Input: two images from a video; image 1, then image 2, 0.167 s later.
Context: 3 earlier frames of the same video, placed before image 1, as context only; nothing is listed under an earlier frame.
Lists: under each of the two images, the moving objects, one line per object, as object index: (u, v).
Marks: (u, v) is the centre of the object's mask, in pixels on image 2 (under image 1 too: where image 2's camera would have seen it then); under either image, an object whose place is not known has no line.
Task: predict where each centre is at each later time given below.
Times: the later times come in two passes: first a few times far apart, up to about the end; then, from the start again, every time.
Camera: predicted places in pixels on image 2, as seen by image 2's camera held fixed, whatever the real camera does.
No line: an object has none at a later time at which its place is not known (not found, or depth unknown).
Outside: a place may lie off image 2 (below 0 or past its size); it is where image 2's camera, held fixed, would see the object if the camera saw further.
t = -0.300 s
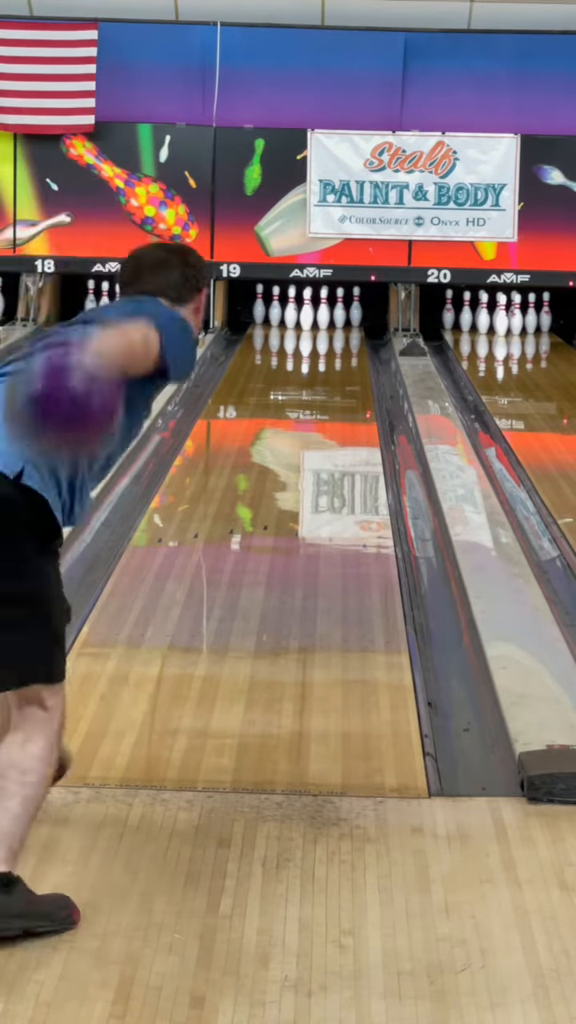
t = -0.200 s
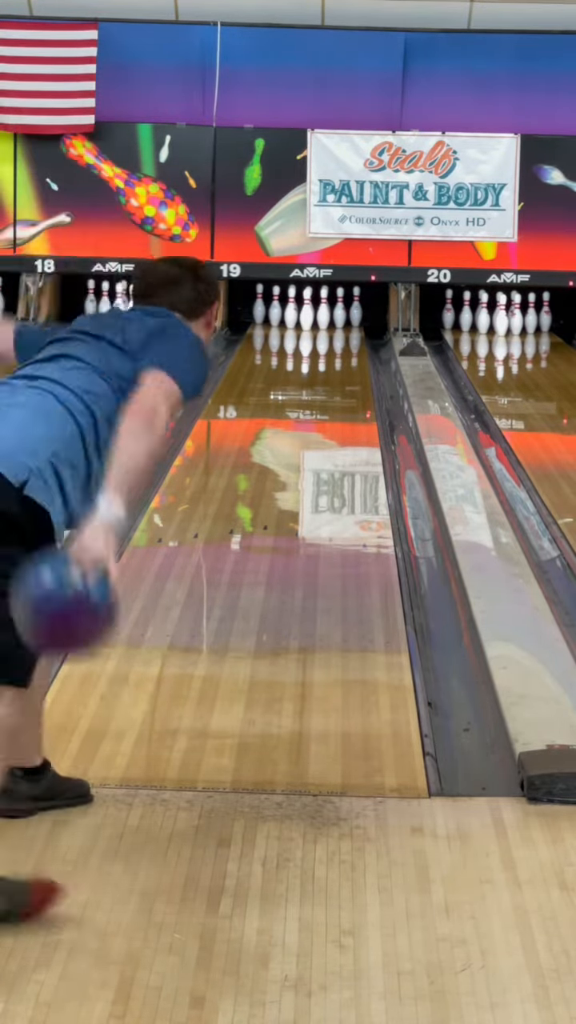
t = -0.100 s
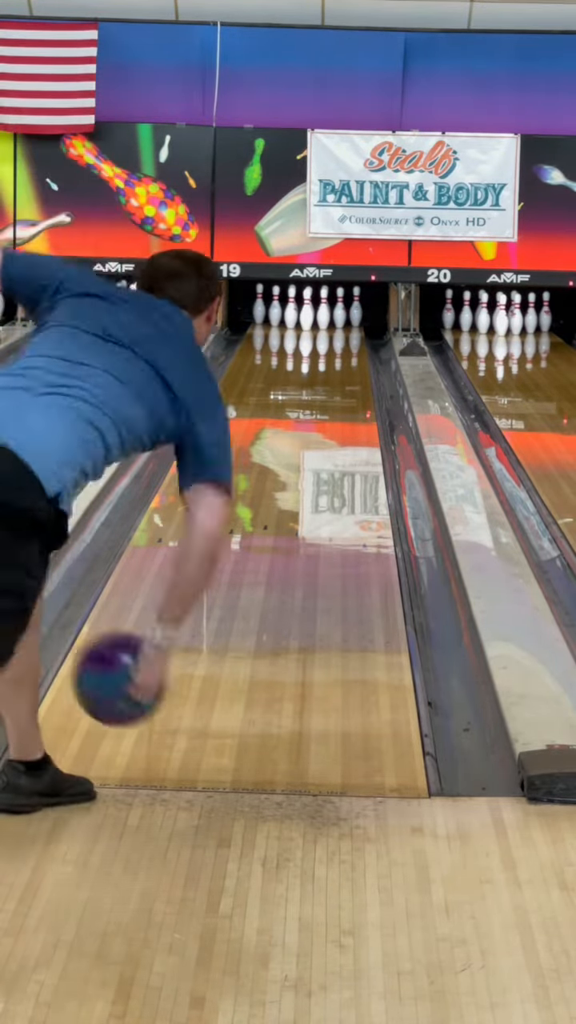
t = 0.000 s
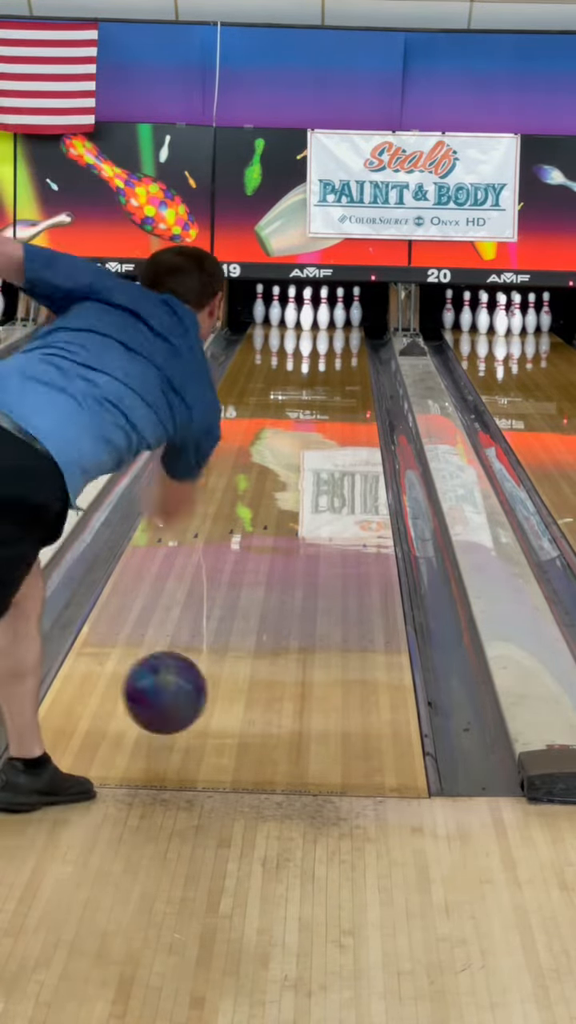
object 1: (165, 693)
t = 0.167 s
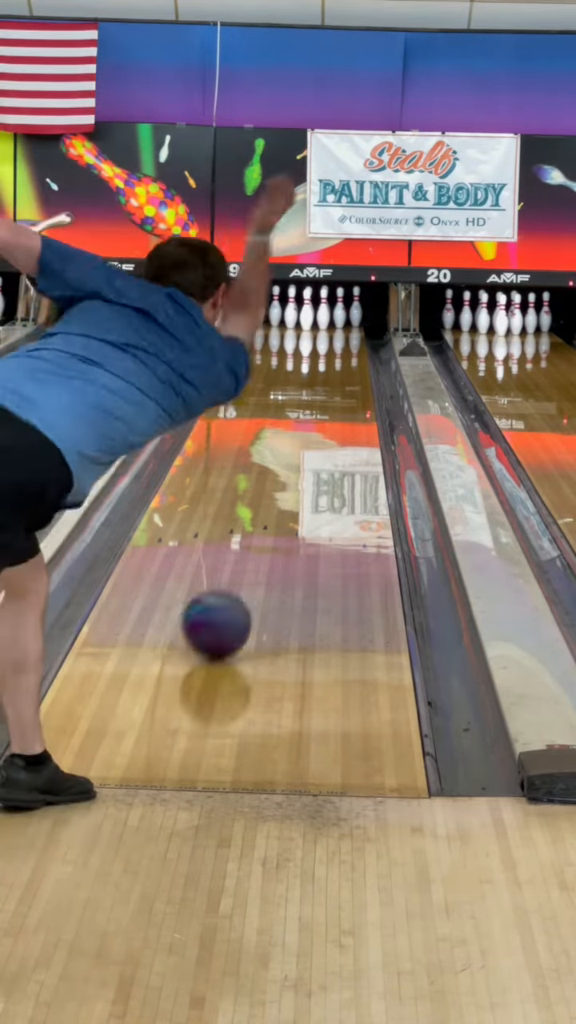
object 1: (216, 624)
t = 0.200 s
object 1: (225, 610)
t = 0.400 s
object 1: (265, 540)
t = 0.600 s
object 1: (294, 490)
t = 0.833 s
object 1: (317, 446)
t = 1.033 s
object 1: (331, 419)
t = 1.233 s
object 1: (343, 395)
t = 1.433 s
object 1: (348, 377)
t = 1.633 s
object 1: (349, 360)
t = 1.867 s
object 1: (344, 345)
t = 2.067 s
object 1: (332, 334)
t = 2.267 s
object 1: (315, 324)
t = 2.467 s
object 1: (302, 317)
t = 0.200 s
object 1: (225, 610)
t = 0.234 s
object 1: (232, 596)
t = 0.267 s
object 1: (240, 584)
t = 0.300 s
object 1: (247, 572)
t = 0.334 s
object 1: (253, 561)
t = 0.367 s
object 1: (259, 550)
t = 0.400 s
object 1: (265, 540)
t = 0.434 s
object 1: (271, 530)
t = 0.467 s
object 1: (276, 522)
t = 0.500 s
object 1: (281, 513)
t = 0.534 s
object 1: (285, 505)
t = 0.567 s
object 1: (289, 497)
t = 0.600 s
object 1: (294, 490)
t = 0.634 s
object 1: (297, 483)
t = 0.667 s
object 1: (301, 476)
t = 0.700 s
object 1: (305, 470)
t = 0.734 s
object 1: (308, 464)
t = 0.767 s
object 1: (311, 458)
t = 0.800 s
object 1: (314, 452)
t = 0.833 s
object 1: (317, 446)
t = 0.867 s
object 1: (320, 441)
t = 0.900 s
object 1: (322, 436)
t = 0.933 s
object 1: (325, 431)
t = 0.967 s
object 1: (327, 427)
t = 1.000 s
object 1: (329, 422)
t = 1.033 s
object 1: (331, 419)
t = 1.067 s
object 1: (333, 414)
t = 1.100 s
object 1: (335, 410)
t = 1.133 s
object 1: (337, 406)
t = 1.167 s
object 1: (339, 403)
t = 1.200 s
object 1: (341, 399)
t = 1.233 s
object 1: (343, 395)
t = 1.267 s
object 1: (343, 392)
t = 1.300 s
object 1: (345, 389)
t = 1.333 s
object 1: (346, 386)
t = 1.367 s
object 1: (347, 383)
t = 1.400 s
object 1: (347, 380)
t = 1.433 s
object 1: (348, 377)
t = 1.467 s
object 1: (348, 374)
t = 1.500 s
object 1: (349, 371)
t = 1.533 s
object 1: (349, 369)
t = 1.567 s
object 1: (349, 366)
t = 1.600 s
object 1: (348, 363)
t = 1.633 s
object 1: (349, 360)
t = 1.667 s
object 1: (348, 358)
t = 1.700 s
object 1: (348, 355)
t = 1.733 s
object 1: (347, 353)
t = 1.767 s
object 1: (347, 351)
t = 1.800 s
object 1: (346, 349)
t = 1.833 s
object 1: (345, 347)
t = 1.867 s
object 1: (344, 345)
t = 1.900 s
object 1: (343, 343)
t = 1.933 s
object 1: (341, 341)
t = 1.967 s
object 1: (339, 339)
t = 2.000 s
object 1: (337, 337)
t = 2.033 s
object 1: (334, 336)
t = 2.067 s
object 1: (332, 334)
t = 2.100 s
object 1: (329, 332)
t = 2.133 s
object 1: (327, 330)
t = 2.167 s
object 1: (324, 329)
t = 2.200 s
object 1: (322, 327)
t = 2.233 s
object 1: (319, 325)
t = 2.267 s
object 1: (315, 324)
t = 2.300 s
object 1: (312, 322)
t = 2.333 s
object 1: (310, 321)
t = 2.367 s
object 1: (308, 320)
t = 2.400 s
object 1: (307, 319)
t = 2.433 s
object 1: (306, 317)
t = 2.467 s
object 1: (302, 317)
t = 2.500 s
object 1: (297, 314)
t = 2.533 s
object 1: (295, 314)
